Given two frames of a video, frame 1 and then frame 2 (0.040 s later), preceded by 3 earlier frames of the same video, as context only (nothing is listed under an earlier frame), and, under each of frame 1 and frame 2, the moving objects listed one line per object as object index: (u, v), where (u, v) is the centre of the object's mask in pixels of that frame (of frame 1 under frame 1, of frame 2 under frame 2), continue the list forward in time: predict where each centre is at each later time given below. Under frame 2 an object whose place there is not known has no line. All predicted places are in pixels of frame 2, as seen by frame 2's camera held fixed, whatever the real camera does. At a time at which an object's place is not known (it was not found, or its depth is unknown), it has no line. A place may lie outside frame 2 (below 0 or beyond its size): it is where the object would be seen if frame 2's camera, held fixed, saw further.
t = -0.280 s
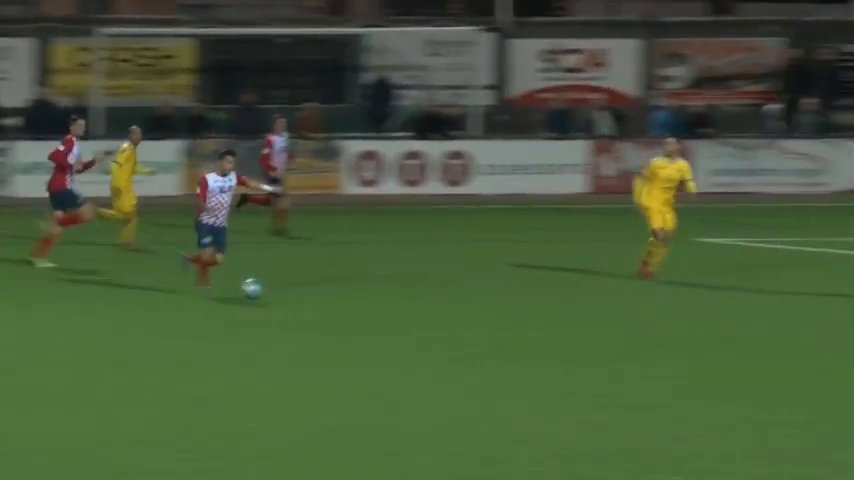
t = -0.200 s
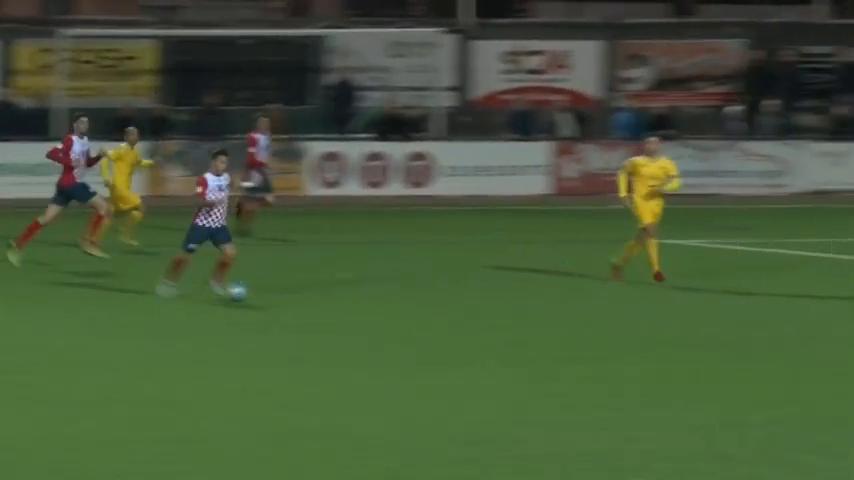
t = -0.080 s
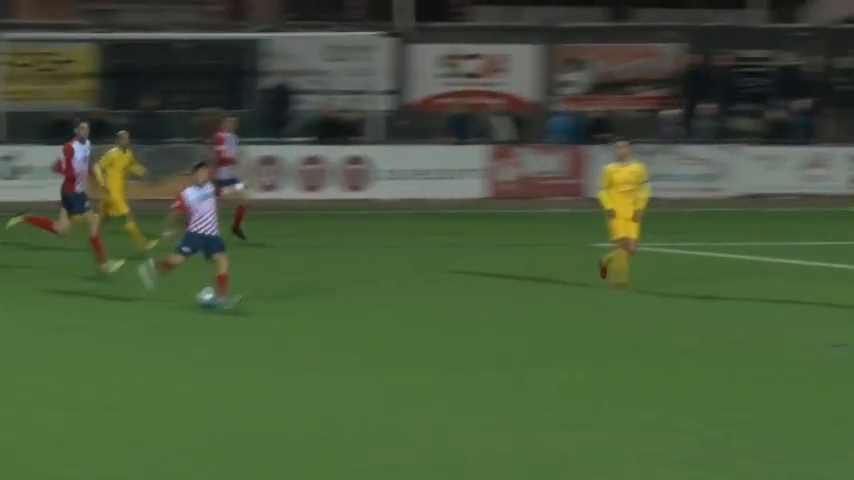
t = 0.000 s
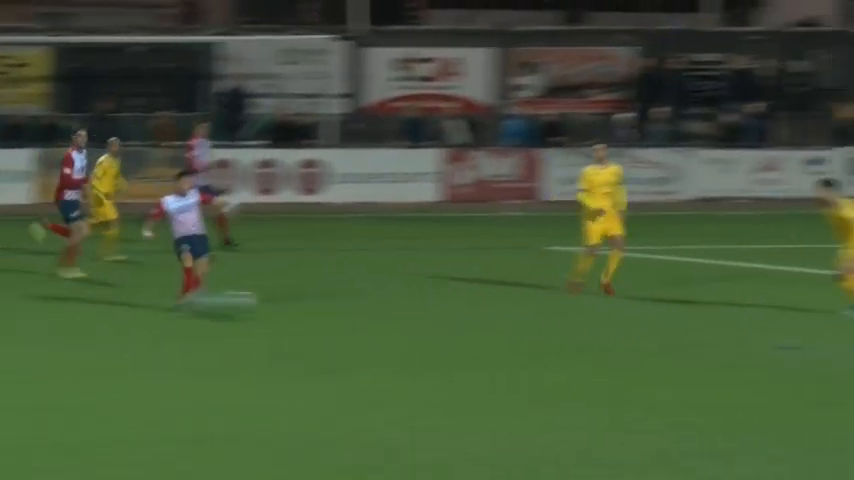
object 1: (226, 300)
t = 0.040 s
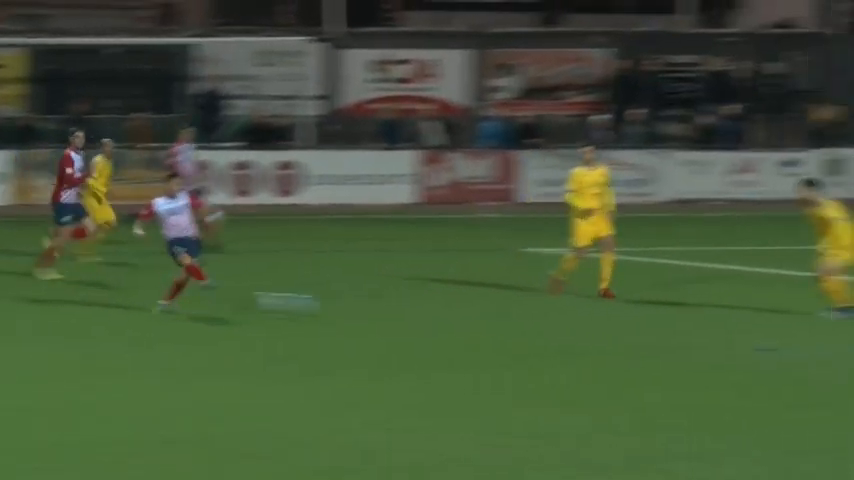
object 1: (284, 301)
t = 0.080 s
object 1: (369, 304)
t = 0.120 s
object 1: (455, 309)
